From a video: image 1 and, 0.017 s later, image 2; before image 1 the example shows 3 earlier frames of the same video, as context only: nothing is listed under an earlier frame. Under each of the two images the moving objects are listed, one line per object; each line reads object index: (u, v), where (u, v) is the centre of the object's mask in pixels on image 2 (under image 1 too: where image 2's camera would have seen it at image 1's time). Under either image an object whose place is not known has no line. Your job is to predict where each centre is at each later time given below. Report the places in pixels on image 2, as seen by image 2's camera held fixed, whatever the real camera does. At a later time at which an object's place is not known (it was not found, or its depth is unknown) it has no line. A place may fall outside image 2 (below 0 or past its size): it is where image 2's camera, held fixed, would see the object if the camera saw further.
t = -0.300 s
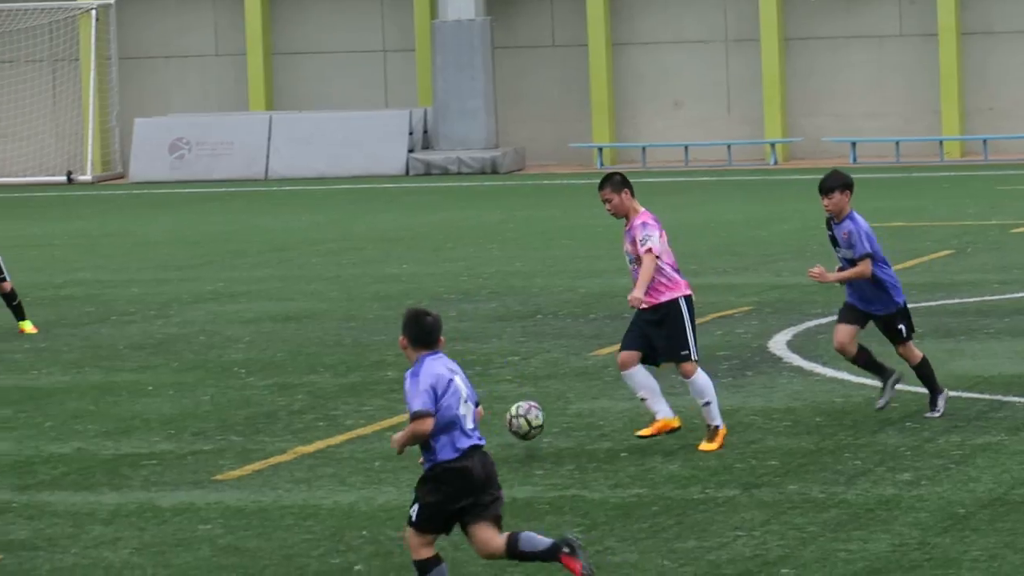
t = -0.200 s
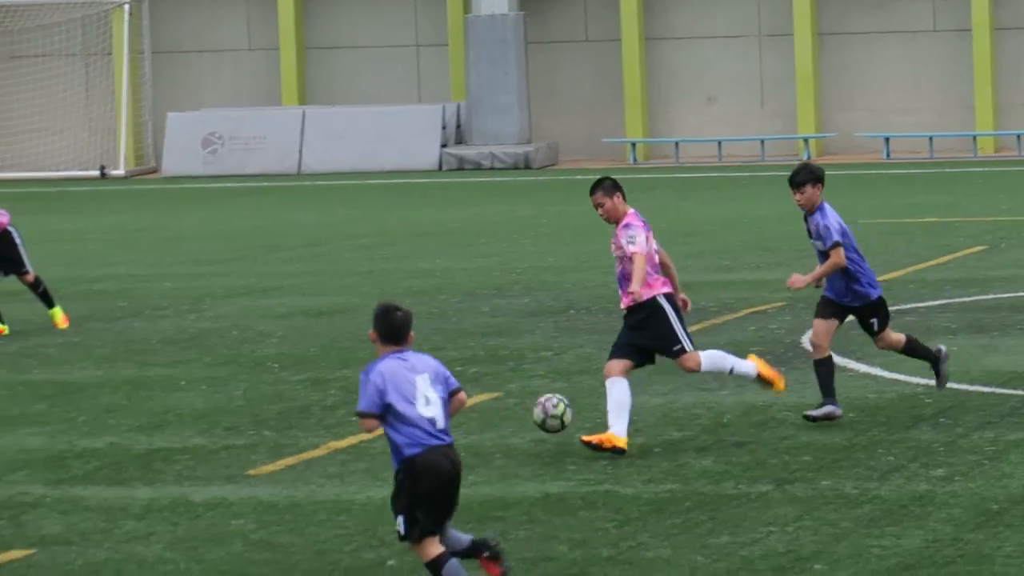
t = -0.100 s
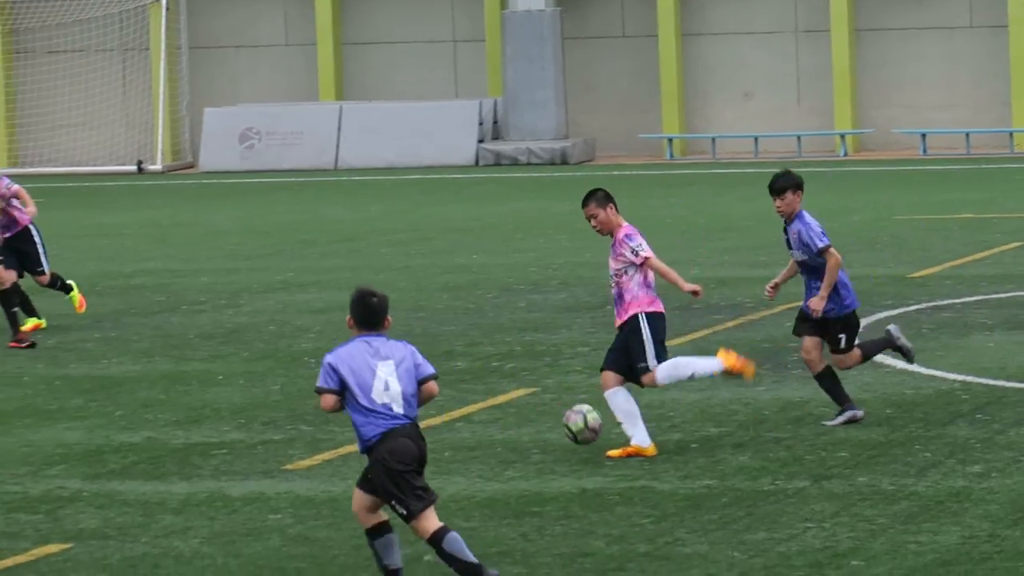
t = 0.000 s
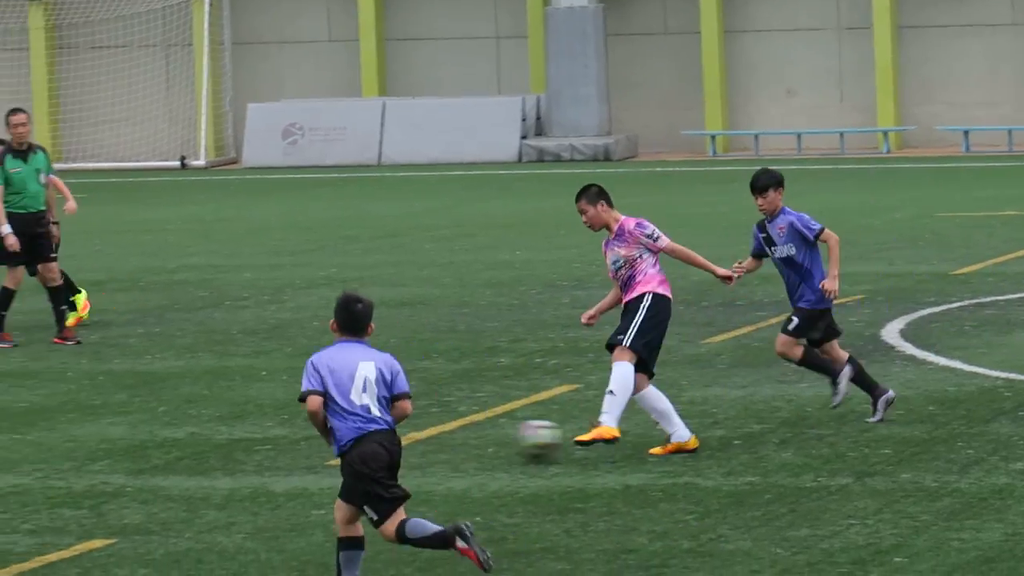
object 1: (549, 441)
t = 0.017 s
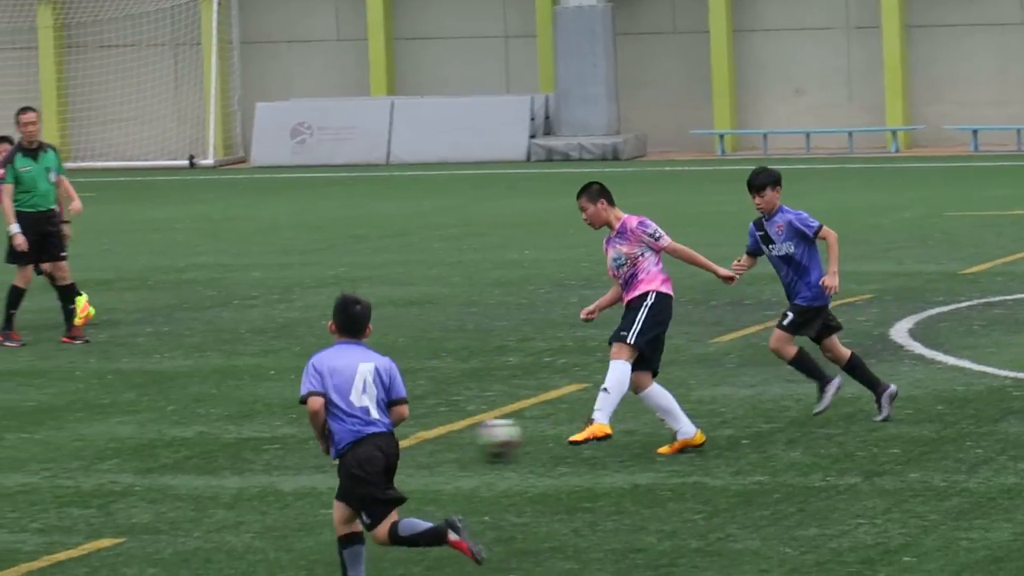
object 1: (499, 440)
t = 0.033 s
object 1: (452, 440)
